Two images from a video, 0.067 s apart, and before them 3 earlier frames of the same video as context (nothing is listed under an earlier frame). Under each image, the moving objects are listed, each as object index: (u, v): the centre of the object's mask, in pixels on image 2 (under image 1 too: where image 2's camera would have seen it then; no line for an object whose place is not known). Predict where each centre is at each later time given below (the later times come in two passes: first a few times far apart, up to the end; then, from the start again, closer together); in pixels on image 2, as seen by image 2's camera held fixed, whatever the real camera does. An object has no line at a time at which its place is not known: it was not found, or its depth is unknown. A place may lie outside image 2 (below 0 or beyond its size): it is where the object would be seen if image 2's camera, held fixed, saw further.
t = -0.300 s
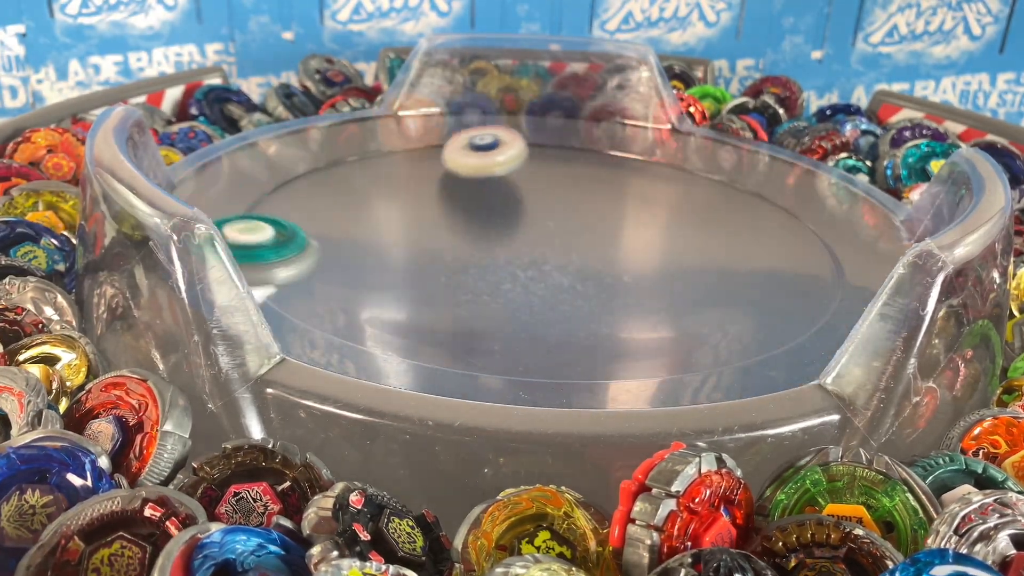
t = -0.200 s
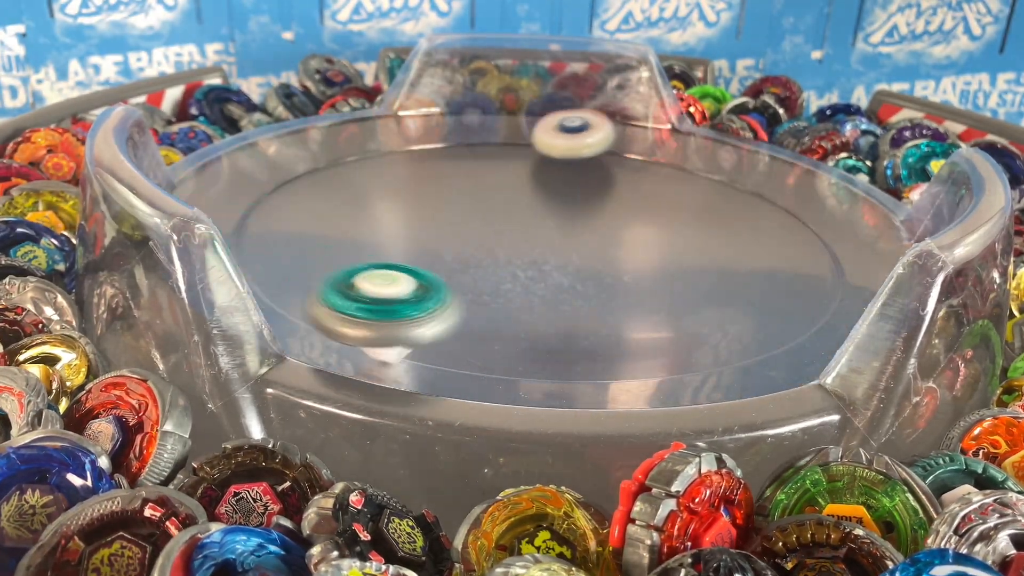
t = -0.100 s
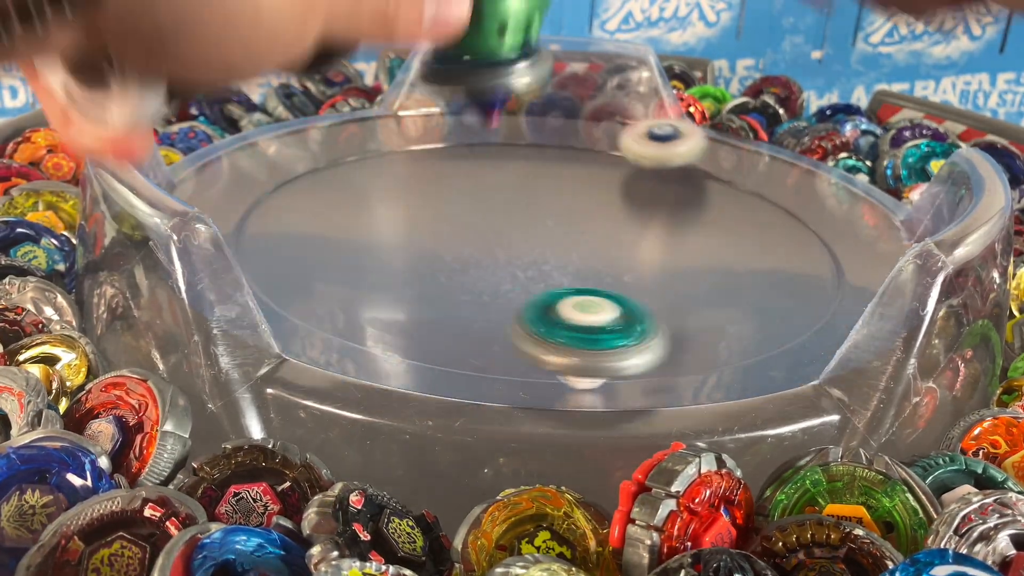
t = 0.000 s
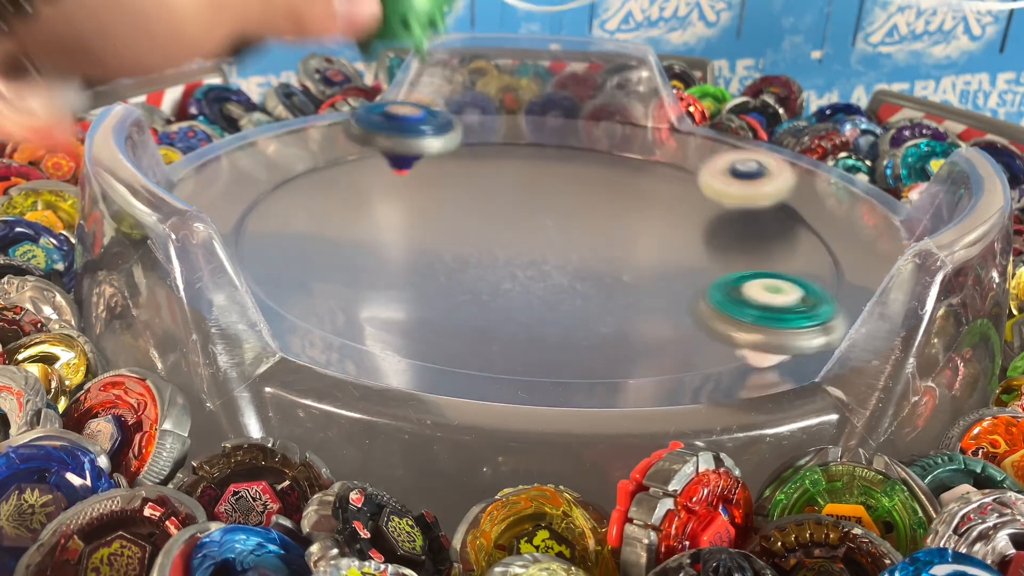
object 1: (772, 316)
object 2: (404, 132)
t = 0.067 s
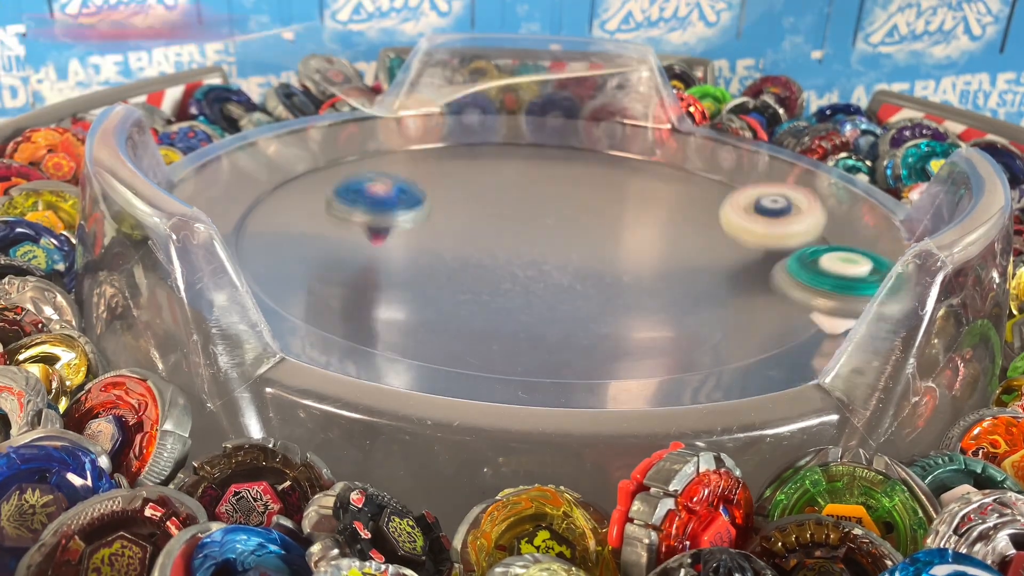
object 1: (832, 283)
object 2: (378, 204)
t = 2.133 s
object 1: (460, 279)
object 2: (728, 183)
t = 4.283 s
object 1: (434, 307)
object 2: (281, 238)
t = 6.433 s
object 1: (319, 248)
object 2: (570, 185)
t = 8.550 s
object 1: (472, 318)
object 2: (423, 273)
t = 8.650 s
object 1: (637, 339)
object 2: (537, 282)
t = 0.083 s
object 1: (841, 274)
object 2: (380, 209)
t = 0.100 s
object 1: (849, 266)
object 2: (386, 192)
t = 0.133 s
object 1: (863, 247)
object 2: (400, 175)
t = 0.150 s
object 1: (866, 239)
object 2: (407, 175)
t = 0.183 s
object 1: (867, 223)
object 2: (422, 194)
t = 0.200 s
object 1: (862, 214)
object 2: (430, 213)
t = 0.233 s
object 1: (847, 197)
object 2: (452, 228)
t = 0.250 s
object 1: (837, 189)
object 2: (468, 220)
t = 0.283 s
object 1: (817, 174)
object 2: (496, 222)
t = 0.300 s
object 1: (803, 168)
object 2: (510, 232)
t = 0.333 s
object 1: (778, 155)
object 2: (541, 252)
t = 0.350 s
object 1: (763, 149)
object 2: (554, 237)
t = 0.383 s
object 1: (734, 138)
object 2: (579, 224)
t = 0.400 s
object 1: (718, 134)
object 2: (590, 227)
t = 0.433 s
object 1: (685, 125)
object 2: (600, 213)
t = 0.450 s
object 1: (668, 122)
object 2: (599, 199)
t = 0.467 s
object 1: (649, 118)
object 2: (598, 190)
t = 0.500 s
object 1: (616, 113)
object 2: (594, 187)
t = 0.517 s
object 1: (600, 110)
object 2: (581, 172)
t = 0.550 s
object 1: (565, 106)
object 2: (554, 157)
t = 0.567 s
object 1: (549, 105)
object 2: (539, 153)
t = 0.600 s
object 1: (517, 97)
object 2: (491, 143)
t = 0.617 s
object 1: (502, 96)
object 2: (465, 137)
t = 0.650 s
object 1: (477, 95)
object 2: (444, 136)
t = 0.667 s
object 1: (470, 87)
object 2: (436, 129)
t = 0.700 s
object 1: (457, 86)
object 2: (419, 129)
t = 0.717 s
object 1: (451, 94)
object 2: (411, 137)
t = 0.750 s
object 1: (439, 102)
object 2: (413, 151)
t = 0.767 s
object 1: (431, 100)
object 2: (431, 158)
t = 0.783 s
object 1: (425, 102)
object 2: (446, 164)
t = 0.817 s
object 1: (412, 122)
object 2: (476, 176)
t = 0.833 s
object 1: (406, 127)
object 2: (491, 179)
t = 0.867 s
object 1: (394, 134)
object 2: (520, 183)
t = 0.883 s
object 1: (388, 144)
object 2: (535, 183)
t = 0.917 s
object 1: (378, 154)
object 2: (562, 178)
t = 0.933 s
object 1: (374, 161)
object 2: (572, 174)
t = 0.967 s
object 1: (369, 175)
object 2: (590, 164)
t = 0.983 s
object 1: (368, 184)
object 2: (598, 156)
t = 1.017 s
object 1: (372, 202)
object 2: (605, 142)
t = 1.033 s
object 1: (378, 211)
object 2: (606, 134)
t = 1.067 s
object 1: (396, 229)
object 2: (596, 117)
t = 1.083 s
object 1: (409, 238)
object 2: (585, 111)
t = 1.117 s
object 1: (441, 253)
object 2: (562, 116)
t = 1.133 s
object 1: (460, 260)
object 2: (551, 125)
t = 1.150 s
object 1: (481, 266)
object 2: (547, 120)
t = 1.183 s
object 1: (526, 274)
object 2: (541, 117)
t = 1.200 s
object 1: (551, 276)
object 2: (536, 120)
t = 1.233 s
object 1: (599, 276)
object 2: (515, 125)
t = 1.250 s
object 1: (622, 274)
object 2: (507, 131)
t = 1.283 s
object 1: (666, 266)
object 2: (501, 141)
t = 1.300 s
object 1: (686, 261)
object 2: (500, 148)
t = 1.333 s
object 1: (718, 247)
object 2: (502, 166)
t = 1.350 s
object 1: (731, 239)
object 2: (508, 177)
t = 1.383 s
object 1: (751, 222)
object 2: (528, 197)
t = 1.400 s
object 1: (757, 213)
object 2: (542, 205)
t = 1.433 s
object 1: (762, 195)
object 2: (578, 217)
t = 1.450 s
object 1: (764, 187)
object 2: (598, 222)
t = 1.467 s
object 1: (762, 179)
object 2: (621, 223)
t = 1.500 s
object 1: (757, 164)
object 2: (667, 220)
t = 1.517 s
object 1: (746, 157)
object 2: (691, 216)
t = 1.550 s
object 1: (723, 150)
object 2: (730, 202)
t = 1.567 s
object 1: (705, 149)
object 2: (747, 192)
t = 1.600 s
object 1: (667, 133)
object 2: (792, 186)
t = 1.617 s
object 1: (640, 127)
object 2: (795, 175)
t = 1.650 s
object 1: (597, 117)
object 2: (793, 168)
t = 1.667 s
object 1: (578, 113)
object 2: (791, 173)
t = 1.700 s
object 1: (541, 106)
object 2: (780, 180)
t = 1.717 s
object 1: (524, 104)
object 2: (773, 174)
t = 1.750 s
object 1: (493, 103)
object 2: (757, 180)
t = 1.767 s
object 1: (480, 104)
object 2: (755, 176)
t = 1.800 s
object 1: (455, 110)
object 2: (751, 175)
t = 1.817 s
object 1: (446, 114)
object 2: (753, 172)
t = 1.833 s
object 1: (436, 119)
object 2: (755, 171)
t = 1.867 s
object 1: (418, 130)
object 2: (749, 164)
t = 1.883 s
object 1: (410, 137)
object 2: (741, 166)
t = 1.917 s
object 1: (395, 151)
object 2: (734, 165)
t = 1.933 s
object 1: (389, 160)
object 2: (732, 167)
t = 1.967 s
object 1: (378, 179)
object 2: (733, 167)
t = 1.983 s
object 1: (375, 189)
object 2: (735, 168)
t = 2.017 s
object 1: (376, 209)
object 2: (735, 170)
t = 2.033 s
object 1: (379, 220)
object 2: (735, 172)
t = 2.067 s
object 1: (395, 241)
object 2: (734, 176)
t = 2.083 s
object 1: (407, 252)
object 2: (733, 177)
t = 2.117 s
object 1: (439, 270)
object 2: (730, 181)
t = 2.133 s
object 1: (460, 279)
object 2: (728, 183)
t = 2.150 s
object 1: (483, 286)
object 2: (727, 185)
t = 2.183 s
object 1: (536, 297)
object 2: (723, 190)
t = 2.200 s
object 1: (566, 301)
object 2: (719, 193)
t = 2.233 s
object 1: (628, 303)
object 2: (710, 198)
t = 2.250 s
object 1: (660, 301)
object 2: (705, 201)
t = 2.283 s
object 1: (720, 295)
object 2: (695, 207)
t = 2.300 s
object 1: (747, 290)
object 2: (691, 211)
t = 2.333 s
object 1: (796, 279)
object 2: (685, 221)
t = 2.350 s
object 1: (817, 271)
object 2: (684, 226)
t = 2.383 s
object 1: (839, 250)
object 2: (686, 237)
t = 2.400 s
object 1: (842, 243)
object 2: (691, 242)
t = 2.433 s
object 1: (840, 227)
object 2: (705, 251)
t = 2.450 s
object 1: (836, 222)
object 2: (714, 255)
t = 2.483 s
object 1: (817, 210)
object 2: (741, 257)
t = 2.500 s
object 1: (808, 201)
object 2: (754, 258)
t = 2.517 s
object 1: (798, 195)
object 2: (770, 257)
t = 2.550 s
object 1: (779, 184)
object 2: (801, 254)
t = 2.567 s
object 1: (770, 179)
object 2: (819, 251)
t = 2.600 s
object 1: (751, 171)
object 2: (829, 232)
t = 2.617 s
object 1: (742, 168)
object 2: (822, 224)
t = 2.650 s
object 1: (720, 162)
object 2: (808, 227)
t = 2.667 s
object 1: (709, 161)
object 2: (800, 224)
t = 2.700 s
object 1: (683, 159)
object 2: (783, 219)
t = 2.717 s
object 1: (669, 158)
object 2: (772, 225)
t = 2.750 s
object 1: (640, 159)
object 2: (742, 223)
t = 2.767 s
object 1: (625, 159)
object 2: (724, 229)
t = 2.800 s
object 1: (592, 162)
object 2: (689, 235)
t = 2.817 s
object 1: (576, 164)
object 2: (673, 238)
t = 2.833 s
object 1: (560, 167)
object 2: (656, 244)
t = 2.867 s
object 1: (529, 174)
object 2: (628, 253)
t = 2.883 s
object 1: (514, 178)
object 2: (616, 259)
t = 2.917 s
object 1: (487, 188)
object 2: (601, 272)
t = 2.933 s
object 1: (475, 194)
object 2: (596, 279)
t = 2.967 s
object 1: (454, 206)
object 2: (598, 292)
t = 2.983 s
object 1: (446, 213)
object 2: (604, 298)
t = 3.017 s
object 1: (433, 228)
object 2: (628, 307)
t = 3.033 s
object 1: (430, 235)
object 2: (647, 312)
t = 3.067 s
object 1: (429, 251)
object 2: (694, 319)
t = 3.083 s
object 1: (432, 258)
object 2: (722, 318)
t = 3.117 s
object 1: (445, 273)
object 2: (759, 293)
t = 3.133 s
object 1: (456, 281)
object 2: (776, 291)
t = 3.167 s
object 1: (485, 294)
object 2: (802, 279)
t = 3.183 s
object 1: (503, 299)
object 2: (811, 266)
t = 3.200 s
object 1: (523, 304)
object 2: (817, 260)
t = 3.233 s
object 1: (569, 312)
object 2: (812, 240)
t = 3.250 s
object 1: (595, 314)
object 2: (806, 235)
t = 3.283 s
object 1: (644, 315)
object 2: (778, 224)
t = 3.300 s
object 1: (671, 315)
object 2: (760, 223)
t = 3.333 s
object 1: (717, 312)
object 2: (709, 219)
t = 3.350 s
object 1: (738, 309)
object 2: (682, 219)
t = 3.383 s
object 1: (777, 302)
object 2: (619, 221)
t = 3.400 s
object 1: (788, 294)
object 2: (590, 223)
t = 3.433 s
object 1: (805, 285)
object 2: (529, 228)
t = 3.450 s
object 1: (811, 280)
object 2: (500, 232)
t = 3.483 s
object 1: (820, 268)
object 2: (446, 242)
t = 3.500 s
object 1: (822, 262)
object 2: (422, 248)
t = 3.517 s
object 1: (822, 257)
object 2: (401, 255)
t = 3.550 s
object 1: (818, 245)
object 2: (371, 269)
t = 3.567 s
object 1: (814, 240)
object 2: (363, 277)
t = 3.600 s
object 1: (800, 230)
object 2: (356, 296)
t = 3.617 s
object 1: (792, 225)
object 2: (386, 296)
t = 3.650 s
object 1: (770, 216)
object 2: (455, 307)
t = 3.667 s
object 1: (757, 212)
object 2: (492, 323)
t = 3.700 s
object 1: (729, 204)
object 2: (571, 326)
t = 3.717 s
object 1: (713, 201)
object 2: (612, 334)
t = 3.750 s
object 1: (680, 195)
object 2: (675, 336)
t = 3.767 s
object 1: (662, 193)
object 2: (699, 340)
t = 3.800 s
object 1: (627, 190)
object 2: (729, 330)
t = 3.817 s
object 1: (608, 189)
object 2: (735, 325)
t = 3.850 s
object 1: (572, 189)
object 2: (740, 312)
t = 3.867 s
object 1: (554, 189)
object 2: (739, 310)
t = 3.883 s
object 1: (536, 190)
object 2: (734, 299)
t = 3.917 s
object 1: (501, 193)
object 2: (716, 286)
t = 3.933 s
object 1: (484, 195)
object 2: (704, 281)
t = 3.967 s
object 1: (452, 200)
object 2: (671, 266)
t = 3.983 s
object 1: (436, 203)
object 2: (652, 260)
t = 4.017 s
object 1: (408, 211)
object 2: (607, 248)
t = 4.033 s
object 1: (396, 215)
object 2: (580, 242)
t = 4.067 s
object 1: (375, 225)
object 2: (528, 231)
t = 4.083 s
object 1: (366, 230)
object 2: (499, 227)
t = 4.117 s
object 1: (355, 242)
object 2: (444, 220)
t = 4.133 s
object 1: (353, 249)
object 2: (417, 215)
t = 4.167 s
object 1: (354, 262)
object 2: (359, 209)
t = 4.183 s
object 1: (358, 269)
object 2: (331, 211)
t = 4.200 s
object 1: (365, 275)
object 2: (306, 216)
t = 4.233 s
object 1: (387, 289)
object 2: (260, 221)
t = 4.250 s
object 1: (401, 296)
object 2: (255, 224)
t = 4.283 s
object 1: (434, 307)
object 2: (281, 238)
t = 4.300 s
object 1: (452, 312)
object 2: (296, 256)
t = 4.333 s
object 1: (493, 320)
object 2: (321, 274)
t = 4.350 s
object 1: (514, 323)
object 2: (330, 280)
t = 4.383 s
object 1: (557, 326)
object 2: (364, 294)
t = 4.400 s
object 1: (579, 327)
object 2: (389, 304)
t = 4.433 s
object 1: (619, 326)
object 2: (454, 320)
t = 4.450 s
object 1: (639, 324)
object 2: (481, 319)
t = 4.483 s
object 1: (673, 318)
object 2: (530, 318)
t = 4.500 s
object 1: (691, 314)
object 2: (549, 315)
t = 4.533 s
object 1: (721, 304)
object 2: (582, 305)
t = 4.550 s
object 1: (733, 299)
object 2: (595, 298)
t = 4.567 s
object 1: (742, 293)
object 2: (602, 289)
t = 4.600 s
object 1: (754, 279)
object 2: (602, 269)
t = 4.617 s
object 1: (756, 272)
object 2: (595, 259)
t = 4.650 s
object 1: (754, 257)
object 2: (573, 237)
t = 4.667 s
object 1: (750, 249)
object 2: (556, 227)
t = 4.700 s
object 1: (735, 234)
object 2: (518, 207)
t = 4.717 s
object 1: (725, 227)
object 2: (496, 198)
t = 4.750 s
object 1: (702, 214)
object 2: (448, 182)
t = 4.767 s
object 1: (688, 208)
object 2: (423, 175)
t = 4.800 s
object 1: (657, 196)
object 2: (371, 163)
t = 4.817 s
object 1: (641, 191)
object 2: (346, 158)
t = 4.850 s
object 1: (607, 182)
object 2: (296, 153)
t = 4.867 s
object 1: (589, 178)
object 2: (286, 154)
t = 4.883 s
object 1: (572, 174)
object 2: (279, 161)
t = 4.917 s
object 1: (535, 168)
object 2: (264, 190)
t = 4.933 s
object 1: (516, 166)
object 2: (255, 191)
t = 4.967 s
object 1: (480, 162)
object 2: (252, 209)
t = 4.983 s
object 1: (462, 161)
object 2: (259, 225)
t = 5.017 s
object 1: (426, 160)
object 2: (280, 243)
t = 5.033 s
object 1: (409, 160)
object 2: (298, 251)
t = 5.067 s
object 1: (375, 163)
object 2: (343, 267)
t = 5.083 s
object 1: (360, 164)
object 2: (371, 272)
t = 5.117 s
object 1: (332, 170)
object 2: (433, 282)
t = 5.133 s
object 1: (319, 174)
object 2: (464, 285)
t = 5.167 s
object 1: (297, 182)
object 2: (520, 280)
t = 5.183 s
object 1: (288, 187)
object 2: (543, 275)
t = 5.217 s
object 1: (276, 198)
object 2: (575, 259)
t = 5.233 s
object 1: (271, 204)
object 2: (585, 249)
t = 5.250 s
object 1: (268, 211)
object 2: (591, 237)
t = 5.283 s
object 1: (271, 224)
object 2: (589, 214)
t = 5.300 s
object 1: (275, 232)
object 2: (582, 201)
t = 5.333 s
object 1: (287, 246)
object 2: (561, 178)
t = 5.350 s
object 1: (296, 254)
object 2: (547, 168)
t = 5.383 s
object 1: (322, 268)
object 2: (513, 147)
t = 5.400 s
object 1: (339, 276)
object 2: (495, 139)
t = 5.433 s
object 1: (380, 288)
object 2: (457, 124)
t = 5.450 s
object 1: (403, 294)
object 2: (439, 118)
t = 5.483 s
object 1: (452, 302)
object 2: (404, 124)
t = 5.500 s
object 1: (479, 306)
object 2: (387, 135)
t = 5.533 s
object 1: (532, 310)
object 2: (357, 135)
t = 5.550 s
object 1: (559, 309)
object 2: (340, 139)
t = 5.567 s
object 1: (585, 308)
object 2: (326, 143)
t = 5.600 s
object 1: (633, 302)
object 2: (305, 157)
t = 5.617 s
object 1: (653, 297)
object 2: (299, 165)
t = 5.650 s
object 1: (685, 285)
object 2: (302, 183)
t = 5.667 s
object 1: (697, 277)
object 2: (310, 195)
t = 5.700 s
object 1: (713, 261)
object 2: (340, 220)
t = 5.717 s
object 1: (717, 253)
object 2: (361, 232)
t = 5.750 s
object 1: (717, 235)
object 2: (414, 252)
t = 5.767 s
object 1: (715, 226)
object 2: (444, 258)
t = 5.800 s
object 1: (704, 209)
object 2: (506, 266)
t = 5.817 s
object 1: (696, 201)
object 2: (537, 265)
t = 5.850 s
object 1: (677, 185)
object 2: (590, 257)
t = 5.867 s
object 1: (665, 178)
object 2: (612, 249)
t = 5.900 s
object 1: (639, 164)
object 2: (644, 229)
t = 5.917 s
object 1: (625, 159)
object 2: (654, 217)
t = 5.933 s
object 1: (611, 153)
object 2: (660, 205)
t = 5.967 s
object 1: (581, 143)
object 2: (662, 181)
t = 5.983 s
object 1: (565, 139)
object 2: (659, 167)
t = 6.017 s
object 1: (537, 134)
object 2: (643, 146)
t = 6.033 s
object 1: (522, 131)
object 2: (635, 136)
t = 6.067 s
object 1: (494, 128)
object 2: (602, 122)
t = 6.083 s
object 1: (480, 126)
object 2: (582, 122)
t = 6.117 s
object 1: (453, 126)
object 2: (546, 125)
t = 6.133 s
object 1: (440, 126)
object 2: (530, 120)
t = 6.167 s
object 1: (413, 128)
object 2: (497, 123)
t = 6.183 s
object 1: (383, 128)
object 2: (496, 129)
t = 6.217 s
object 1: (330, 131)
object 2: (497, 137)
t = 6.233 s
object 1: (306, 136)
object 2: (499, 140)
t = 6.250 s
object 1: (284, 141)
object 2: (501, 143)
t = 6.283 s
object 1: (245, 153)
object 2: (504, 149)
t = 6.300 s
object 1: (228, 159)
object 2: (507, 153)
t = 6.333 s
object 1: (233, 171)
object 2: (514, 163)
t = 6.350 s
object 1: (245, 186)
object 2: (520, 167)
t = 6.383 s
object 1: (270, 214)
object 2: (536, 176)
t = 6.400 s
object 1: (285, 225)
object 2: (547, 180)
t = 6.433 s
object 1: (319, 248)
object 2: (570, 185)
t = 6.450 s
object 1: (340, 261)
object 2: (583, 186)
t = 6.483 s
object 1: (388, 280)
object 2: (607, 185)
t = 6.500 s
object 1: (416, 287)
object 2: (618, 183)
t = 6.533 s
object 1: (476, 299)
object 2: (638, 177)
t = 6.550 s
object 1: (506, 303)
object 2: (646, 172)
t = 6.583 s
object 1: (568, 306)
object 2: (656, 163)
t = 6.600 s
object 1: (600, 305)
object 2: (660, 158)
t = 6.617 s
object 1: (629, 303)
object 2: (664, 154)
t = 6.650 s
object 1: (684, 294)
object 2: (671, 146)
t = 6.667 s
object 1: (709, 288)
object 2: (673, 143)
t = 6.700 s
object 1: (749, 273)
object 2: (659, 140)
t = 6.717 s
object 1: (765, 264)
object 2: (648, 144)
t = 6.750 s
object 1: (788, 244)
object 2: (637, 148)
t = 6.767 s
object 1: (795, 235)
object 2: (634, 151)
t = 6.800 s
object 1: (803, 217)
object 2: (627, 159)
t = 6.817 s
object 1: (806, 208)
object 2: (622, 163)
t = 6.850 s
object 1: (804, 192)
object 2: (614, 175)
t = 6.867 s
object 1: (796, 182)
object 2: (612, 182)
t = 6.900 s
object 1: (773, 173)
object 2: (612, 195)
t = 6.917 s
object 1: (757, 170)
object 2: (616, 201)
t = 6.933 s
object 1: (741, 166)
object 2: (620, 208)
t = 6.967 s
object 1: (711, 158)
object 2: (636, 219)
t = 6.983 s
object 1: (698, 154)
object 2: (646, 223)
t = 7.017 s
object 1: (673, 147)
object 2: (670, 229)
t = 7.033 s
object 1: (661, 144)
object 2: (684, 231)
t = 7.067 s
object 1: (639, 139)
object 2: (713, 231)
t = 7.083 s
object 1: (627, 137)
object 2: (728, 229)
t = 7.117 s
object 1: (605, 134)
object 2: (755, 224)
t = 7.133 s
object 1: (594, 133)
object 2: (767, 219)
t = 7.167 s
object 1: (572, 133)
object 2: (790, 211)
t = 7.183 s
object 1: (560, 133)
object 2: (800, 206)
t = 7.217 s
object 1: (538, 135)
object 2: (799, 194)
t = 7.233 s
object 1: (527, 137)
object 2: (782, 190)
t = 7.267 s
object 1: (505, 142)
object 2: (752, 188)
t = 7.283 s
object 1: (494, 144)
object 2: (739, 187)
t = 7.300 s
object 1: (483, 148)
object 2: (728, 187)
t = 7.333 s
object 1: (462, 156)
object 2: (706, 190)
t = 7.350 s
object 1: (452, 161)
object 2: (694, 193)
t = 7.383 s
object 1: (435, 173)
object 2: (668, 201)
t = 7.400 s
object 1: (427, 179)
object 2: (654, 207)
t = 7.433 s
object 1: (418, 194)
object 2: (632, 219)
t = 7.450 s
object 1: (415, 201)
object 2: (622, 226)
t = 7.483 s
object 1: (413, 217)
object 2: (609, 241)
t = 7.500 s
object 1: (415, 225)
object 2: (606, 248)
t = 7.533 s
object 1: (425, 241)
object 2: (606, 262)
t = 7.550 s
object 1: (433, 249)
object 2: (610, 269)
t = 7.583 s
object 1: (455, 263)
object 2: (626, 280)
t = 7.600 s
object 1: (469, 270)
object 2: (638, 284)
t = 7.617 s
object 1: (485, 276)
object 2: (653, 289)
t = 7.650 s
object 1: (521, 286)
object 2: (687, 293)
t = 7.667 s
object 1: (540, 290)
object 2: (707, 294)
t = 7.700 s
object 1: (584, 294)
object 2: (748, 294)
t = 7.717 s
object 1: (606, 295)
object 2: (768, 293)
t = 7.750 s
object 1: (649, 294)
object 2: (803, 286)
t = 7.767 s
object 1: (669, 292)
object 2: (803, 273)
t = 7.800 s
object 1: (655, 288)
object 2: (855, 257)
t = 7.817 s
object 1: (647, 285)
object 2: (875, 242)
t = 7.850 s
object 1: (634, 278)
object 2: (867, 223)
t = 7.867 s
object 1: (628, 275)
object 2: (856, 221)
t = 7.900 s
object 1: (619, 268)
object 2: (832, 211)
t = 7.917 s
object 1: (616, 264)
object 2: (816, 208)
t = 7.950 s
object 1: (611, 257)
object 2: (784, 215)
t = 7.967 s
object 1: (610, 254)
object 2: (764, 210)
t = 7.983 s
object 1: (609, 251)
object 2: (745, 210)
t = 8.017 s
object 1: (606, 246)
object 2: (702, 213)
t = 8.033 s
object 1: (601, 246)
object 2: (684, 212)
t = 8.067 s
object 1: (544, 253)
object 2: (685, 194)
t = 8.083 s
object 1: (517, 254)
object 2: (683, 188)
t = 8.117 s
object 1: (466, 255)
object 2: (665, 178)
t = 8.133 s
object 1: (443, 256)
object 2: (653, 175)
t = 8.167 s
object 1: (403, 254)
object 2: (618, 172)
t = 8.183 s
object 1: (386, 254)
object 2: (599, 171)
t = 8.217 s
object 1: (358, 253)
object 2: (559, 170)
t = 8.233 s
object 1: (346, 253)
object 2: (542, 170)
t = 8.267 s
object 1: (333, 254)
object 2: (505, 174)
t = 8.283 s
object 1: (329, 256)
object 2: (488, 177)
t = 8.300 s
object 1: (327, 258)
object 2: (471, 181)
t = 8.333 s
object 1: (330, 264)
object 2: (441, 190)
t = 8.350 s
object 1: (334, 268)
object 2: (427, 194)
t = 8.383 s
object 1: (347, 276)
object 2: (406, 206)
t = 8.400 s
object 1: (355, 281)
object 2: (397, 213)
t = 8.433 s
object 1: (376, 290)
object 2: (387, 225)
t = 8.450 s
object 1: (388, 295)
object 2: (384, 233)
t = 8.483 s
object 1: (414, 303)
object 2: (387, 247)
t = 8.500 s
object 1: (427, 308)
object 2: (393, 254)
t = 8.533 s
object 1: (457, 315)
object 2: (409, 267)
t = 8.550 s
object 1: (472, 318)
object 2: (423, 273)
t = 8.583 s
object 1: (515, 327)
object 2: (461, 276)
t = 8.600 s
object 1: (542, 340)
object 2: (482, 279)
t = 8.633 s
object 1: (605, 341)
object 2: (518, 283)
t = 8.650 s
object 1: (637, 339)
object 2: (537, 282)
